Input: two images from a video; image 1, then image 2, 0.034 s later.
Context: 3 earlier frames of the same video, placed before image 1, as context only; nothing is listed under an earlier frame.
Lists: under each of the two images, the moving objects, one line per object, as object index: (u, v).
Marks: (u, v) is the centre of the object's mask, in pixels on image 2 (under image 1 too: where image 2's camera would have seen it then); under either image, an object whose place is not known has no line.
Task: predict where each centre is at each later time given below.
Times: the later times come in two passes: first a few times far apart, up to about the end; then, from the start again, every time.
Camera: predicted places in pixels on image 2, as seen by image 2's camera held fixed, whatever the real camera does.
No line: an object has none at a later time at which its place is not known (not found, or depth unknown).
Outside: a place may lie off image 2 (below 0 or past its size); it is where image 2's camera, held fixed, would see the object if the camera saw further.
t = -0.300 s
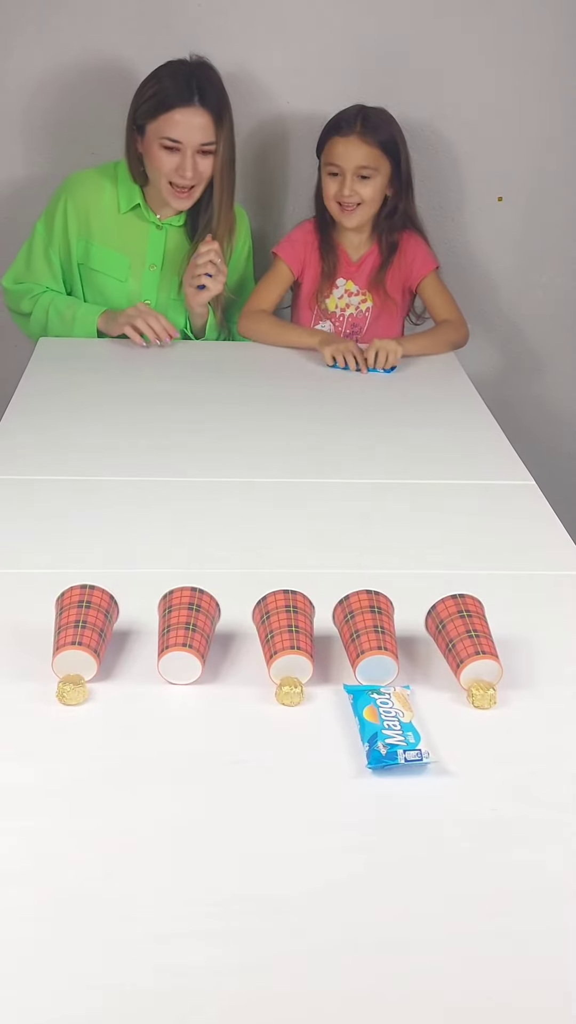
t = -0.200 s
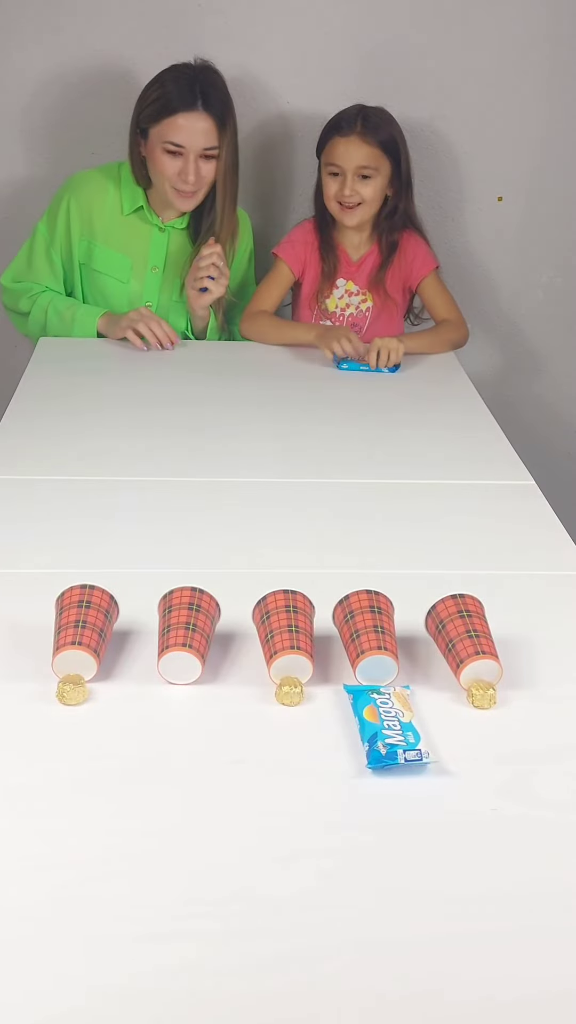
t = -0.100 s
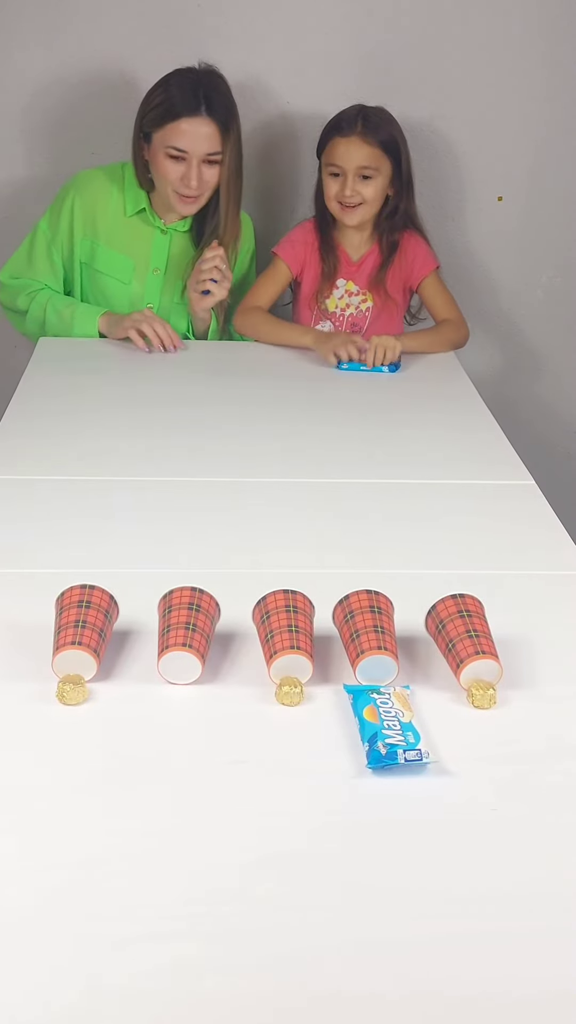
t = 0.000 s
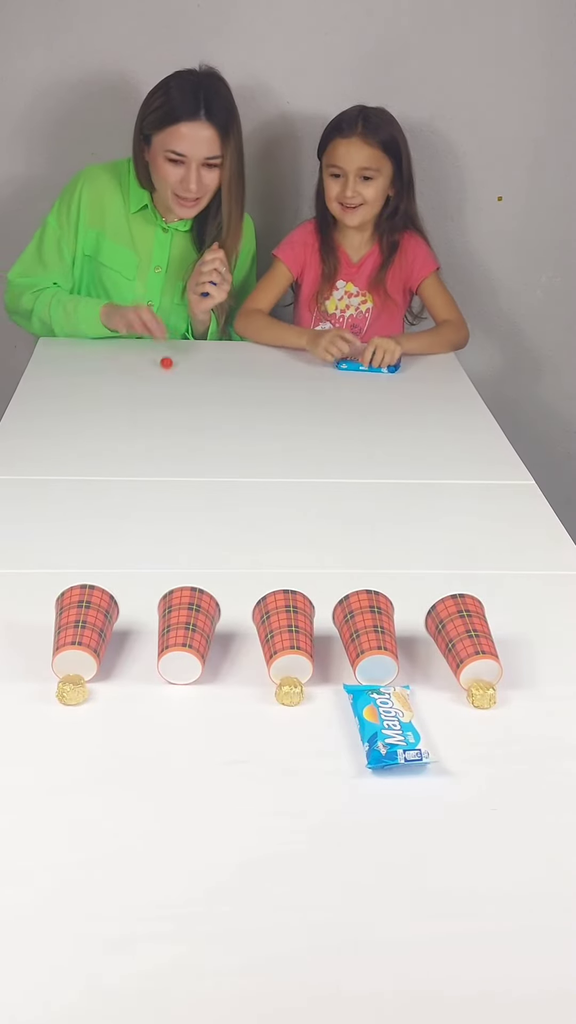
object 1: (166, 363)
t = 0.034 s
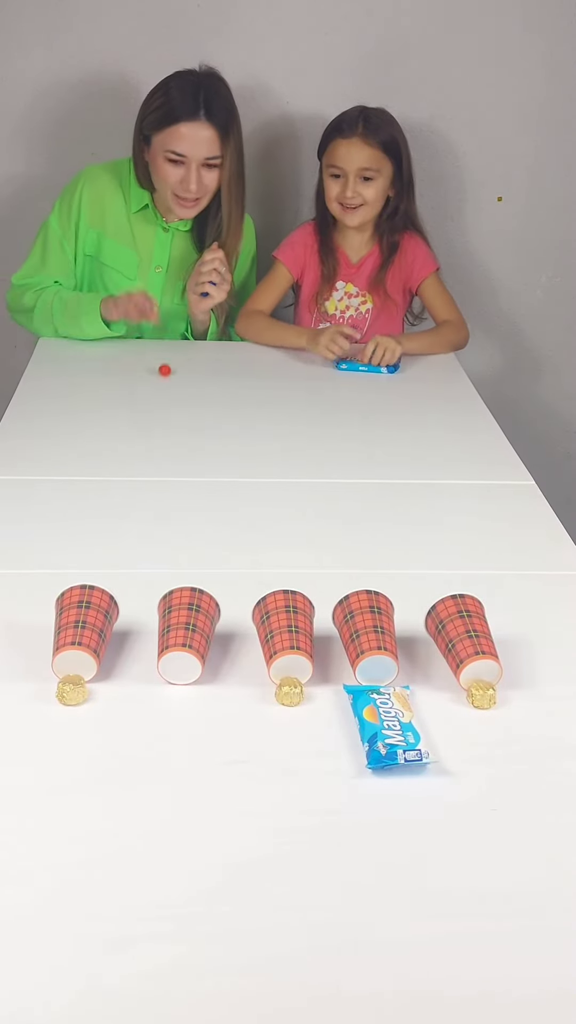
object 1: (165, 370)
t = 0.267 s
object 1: (154, 422)
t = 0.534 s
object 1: (146, 488)
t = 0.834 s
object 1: (136, 583)
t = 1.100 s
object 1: (127, 698)
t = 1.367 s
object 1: (115, 861)
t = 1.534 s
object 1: (104, 1001)
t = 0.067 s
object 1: (163, 378)
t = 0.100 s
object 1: (161, 386)
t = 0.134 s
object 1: (159, 393)
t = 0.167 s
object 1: (158, 400)
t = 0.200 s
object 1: (156, 407)
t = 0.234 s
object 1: (155, 415)
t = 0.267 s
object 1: (154, 422)
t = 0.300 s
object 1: (153, 430)
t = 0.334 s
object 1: (152, 437)
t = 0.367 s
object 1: (151, 445)
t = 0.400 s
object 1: (150, 454)
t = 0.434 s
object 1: (149, 462)
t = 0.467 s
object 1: (147, 471)
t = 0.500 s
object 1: (147, 479)
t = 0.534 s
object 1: (146, 488)
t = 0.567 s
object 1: (144, 499)
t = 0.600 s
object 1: (143, 509)
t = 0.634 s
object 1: (142, 520)
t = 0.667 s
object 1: (141, 531)
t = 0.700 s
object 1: (140, 542)
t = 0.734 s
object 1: (138, 554)
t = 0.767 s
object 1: (137, 562)
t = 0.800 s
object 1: (136, 568)
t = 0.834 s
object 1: (136, 583)
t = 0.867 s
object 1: (134, 594)
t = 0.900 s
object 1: (134, 606)
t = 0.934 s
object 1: (133, 623)
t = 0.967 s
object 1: (132, 636)
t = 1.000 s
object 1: (130, 651)
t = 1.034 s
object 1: (129, 666)
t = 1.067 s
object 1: (128, 681)
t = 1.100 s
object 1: (127, 698)
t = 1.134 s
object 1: (126, 716)
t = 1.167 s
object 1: (124, 733)
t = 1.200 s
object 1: (123, 752)
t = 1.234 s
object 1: (121, 772)
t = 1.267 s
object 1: (120, 792)
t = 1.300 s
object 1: (118, 814)
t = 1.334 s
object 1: (117, 837)
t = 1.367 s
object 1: (115, 861)
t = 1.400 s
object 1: (113, 887)
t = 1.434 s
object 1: (111, 912)
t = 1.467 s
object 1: (109, 940)
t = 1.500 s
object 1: (107, 970)
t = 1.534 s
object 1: (104, 1001)
